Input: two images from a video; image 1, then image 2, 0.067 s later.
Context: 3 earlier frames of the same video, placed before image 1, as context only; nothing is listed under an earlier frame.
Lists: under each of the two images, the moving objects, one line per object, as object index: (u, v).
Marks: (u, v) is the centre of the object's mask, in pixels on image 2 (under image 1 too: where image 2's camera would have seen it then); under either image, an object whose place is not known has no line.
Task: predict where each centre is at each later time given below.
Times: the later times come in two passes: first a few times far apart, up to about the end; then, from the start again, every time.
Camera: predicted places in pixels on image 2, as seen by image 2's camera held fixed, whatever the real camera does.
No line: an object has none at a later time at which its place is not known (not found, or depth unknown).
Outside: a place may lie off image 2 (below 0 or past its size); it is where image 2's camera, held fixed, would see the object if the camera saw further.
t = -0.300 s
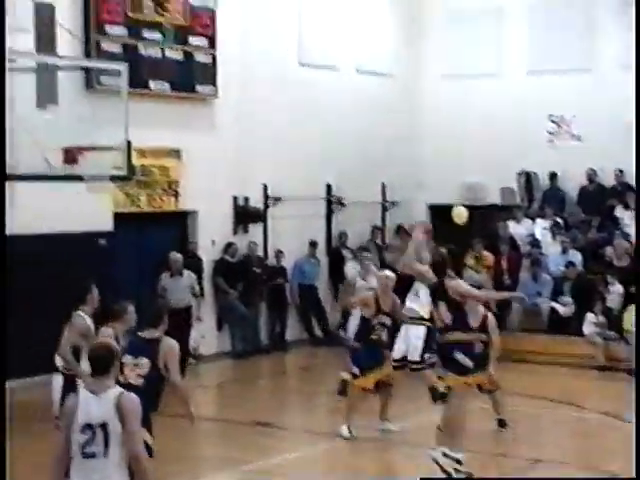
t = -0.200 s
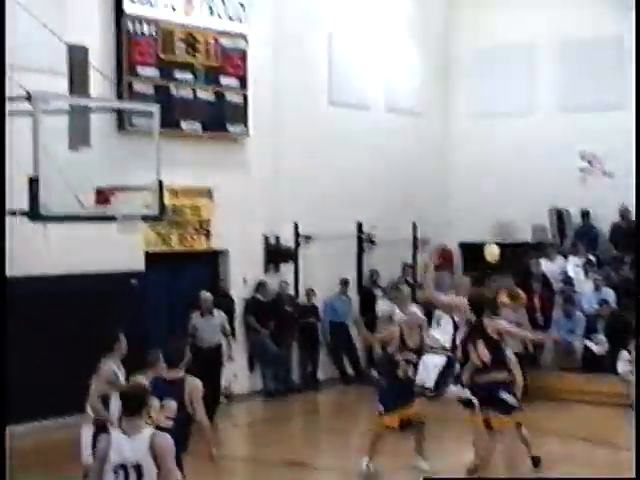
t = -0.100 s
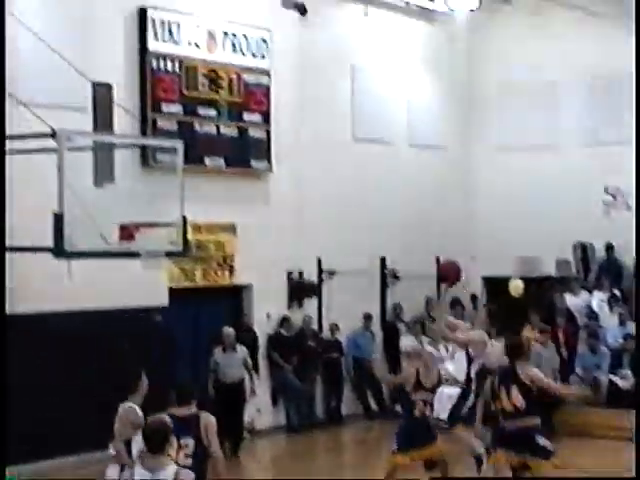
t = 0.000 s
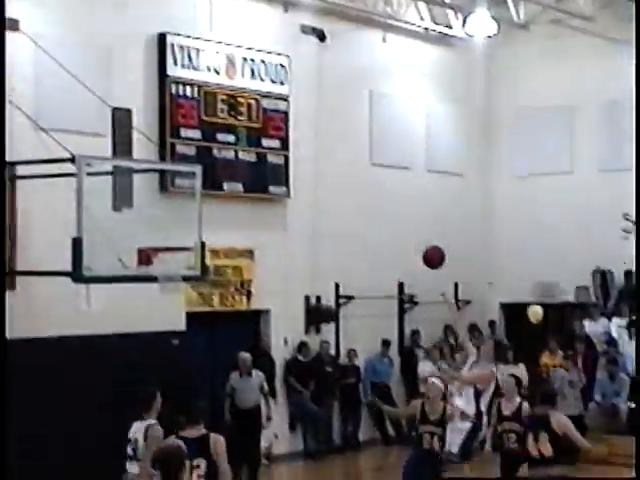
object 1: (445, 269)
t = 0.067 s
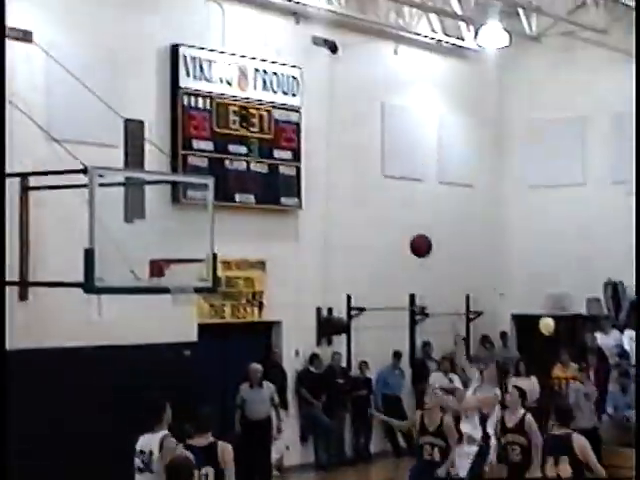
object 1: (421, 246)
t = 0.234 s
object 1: (361, 209)
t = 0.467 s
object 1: (283, 205)
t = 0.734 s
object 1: (214, 245)
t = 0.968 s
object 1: (245, 236)
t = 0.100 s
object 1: (409, 236)
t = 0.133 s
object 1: (396, 228)
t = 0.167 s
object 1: (385, 220)
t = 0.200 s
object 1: (373, 214)
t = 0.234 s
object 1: (361, 209)
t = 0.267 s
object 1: (350, 205)
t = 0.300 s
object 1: (338, 203)
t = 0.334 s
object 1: (327, 201)
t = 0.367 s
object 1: (316, 200)
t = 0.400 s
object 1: (304, 201)
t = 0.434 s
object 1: (292, 203)
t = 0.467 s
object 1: (283, 205)
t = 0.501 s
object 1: (271, 209)
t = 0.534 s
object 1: (260, 213)
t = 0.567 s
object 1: (250, 220)
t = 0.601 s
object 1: (239, 226)
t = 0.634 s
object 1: (228, 234)
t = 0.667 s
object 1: (218, 242)
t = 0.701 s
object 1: (210, 250)
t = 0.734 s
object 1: (214, 245)
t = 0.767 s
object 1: (218, 240)
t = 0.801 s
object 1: (223, 237)
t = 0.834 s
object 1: (227, 235)
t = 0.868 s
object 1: (231, 233)
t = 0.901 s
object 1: (236, 233)
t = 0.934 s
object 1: (240, 234)
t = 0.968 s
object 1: (245, 236)
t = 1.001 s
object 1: (249, 239)
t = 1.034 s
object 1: (253, 242)
